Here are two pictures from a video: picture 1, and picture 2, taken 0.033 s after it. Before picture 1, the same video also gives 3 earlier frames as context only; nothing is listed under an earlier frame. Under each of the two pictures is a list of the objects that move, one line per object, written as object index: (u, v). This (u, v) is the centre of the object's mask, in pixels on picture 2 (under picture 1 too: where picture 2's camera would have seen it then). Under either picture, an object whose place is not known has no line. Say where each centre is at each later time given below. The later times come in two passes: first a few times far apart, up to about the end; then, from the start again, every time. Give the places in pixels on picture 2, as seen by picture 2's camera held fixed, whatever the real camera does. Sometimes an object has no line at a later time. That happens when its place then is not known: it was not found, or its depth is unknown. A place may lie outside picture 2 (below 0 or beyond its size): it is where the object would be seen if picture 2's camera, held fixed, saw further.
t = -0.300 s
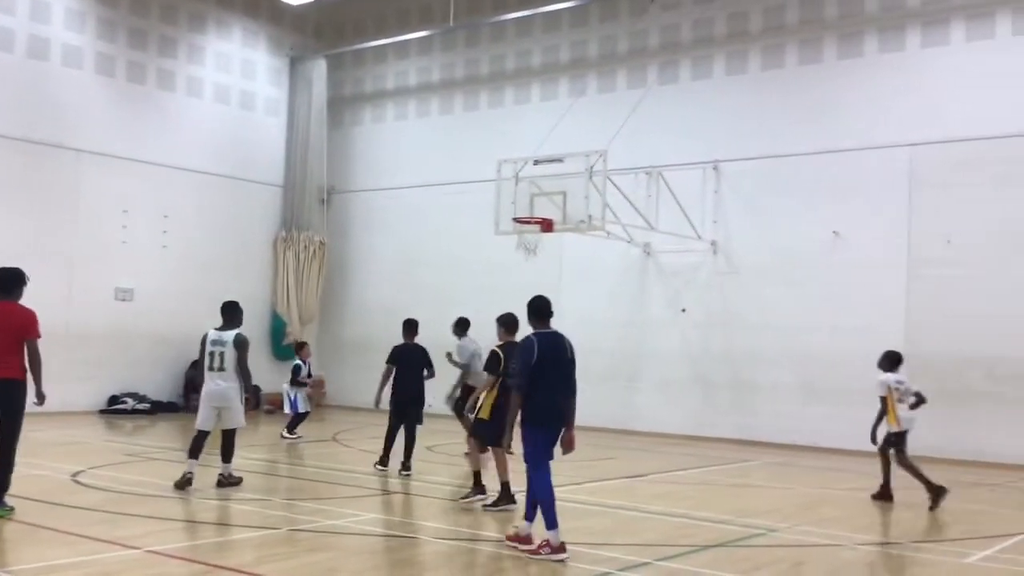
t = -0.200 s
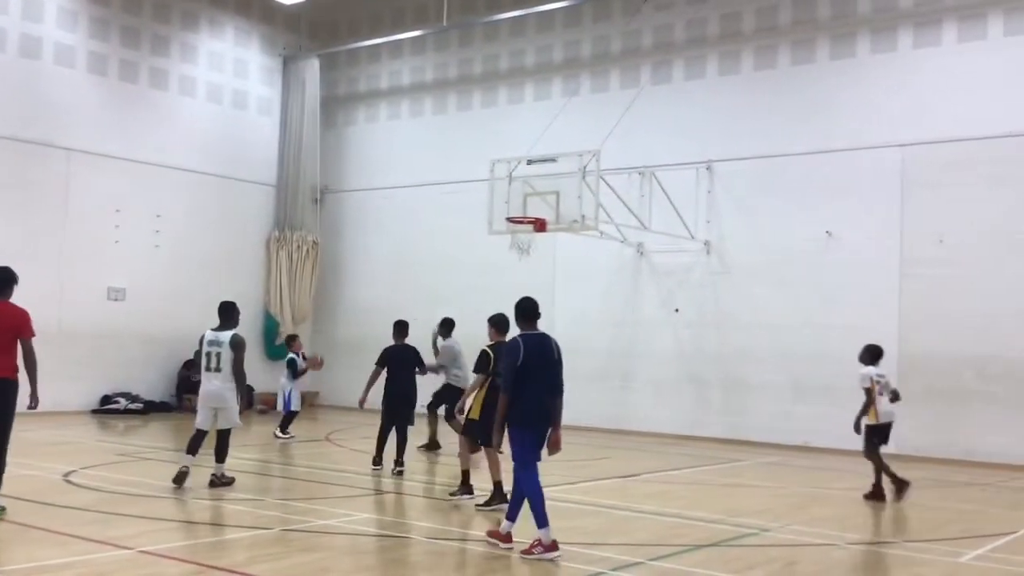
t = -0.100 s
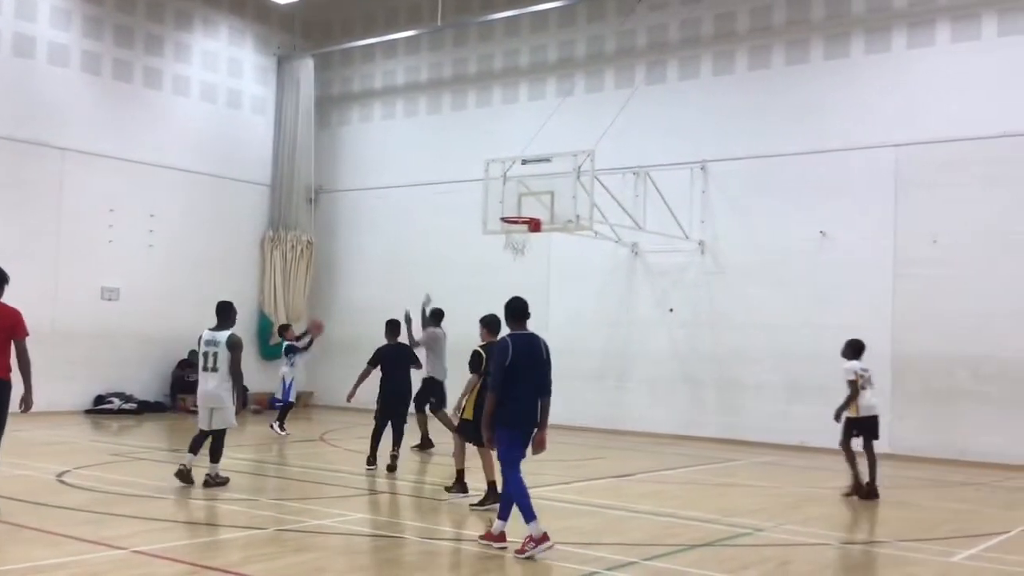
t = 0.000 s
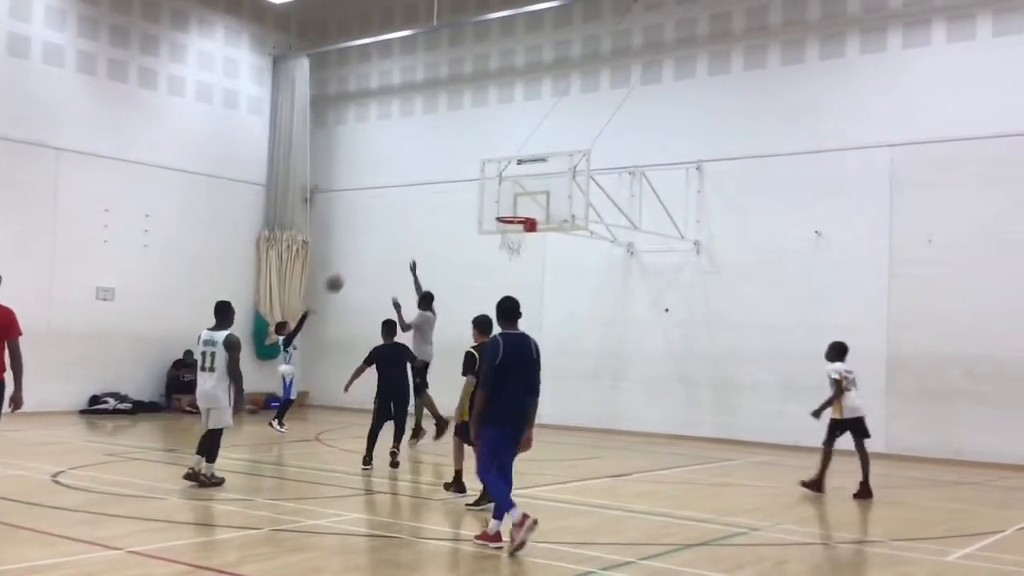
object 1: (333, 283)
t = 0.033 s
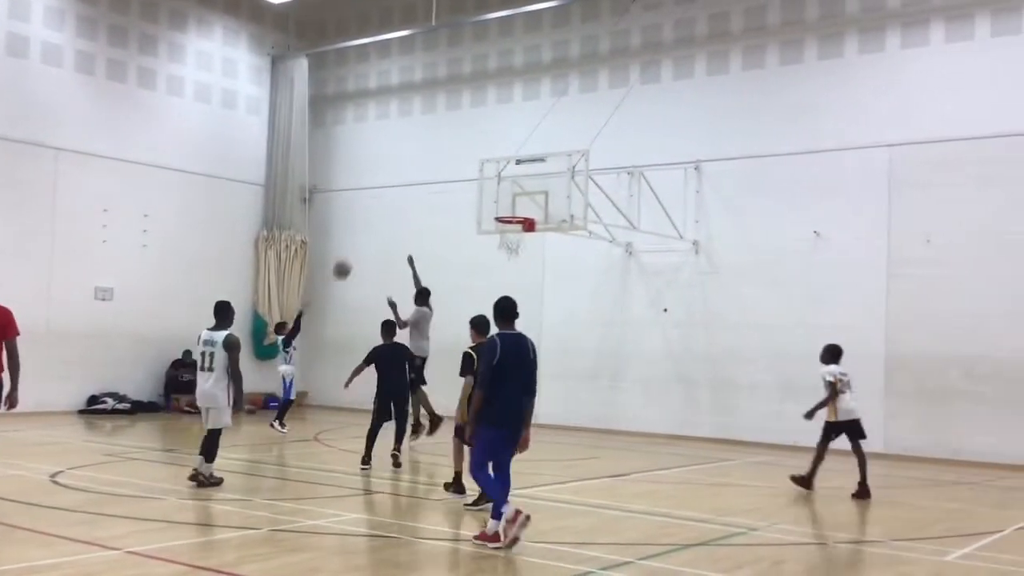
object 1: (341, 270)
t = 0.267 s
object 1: (400, 195)
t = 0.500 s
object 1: (457, 158)
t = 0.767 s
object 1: (496, 155)
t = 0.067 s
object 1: (350, 257)
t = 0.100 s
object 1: (358, 245)
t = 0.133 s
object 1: (367, 233)
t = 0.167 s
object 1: (375, 222)
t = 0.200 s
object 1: (383, 212)
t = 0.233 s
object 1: (392, 203)
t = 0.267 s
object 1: (400, 195)
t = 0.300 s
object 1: (408, 187)
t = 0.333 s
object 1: (417, 180)
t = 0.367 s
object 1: (424, 174)
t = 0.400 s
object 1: (432, 169)
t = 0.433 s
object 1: (441, 165)
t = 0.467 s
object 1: (449, 161)
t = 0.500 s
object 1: (457, 158)
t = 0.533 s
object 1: (465, 155)
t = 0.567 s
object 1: (473, 154)
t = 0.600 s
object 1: (481, 153)
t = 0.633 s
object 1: (489, 153)
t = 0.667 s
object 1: (495, 154)
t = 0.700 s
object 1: (495, 153)
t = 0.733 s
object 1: (495, 154)
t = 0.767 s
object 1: (496, 155)
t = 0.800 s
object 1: (496, 158)
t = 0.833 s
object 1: (496, 161)
